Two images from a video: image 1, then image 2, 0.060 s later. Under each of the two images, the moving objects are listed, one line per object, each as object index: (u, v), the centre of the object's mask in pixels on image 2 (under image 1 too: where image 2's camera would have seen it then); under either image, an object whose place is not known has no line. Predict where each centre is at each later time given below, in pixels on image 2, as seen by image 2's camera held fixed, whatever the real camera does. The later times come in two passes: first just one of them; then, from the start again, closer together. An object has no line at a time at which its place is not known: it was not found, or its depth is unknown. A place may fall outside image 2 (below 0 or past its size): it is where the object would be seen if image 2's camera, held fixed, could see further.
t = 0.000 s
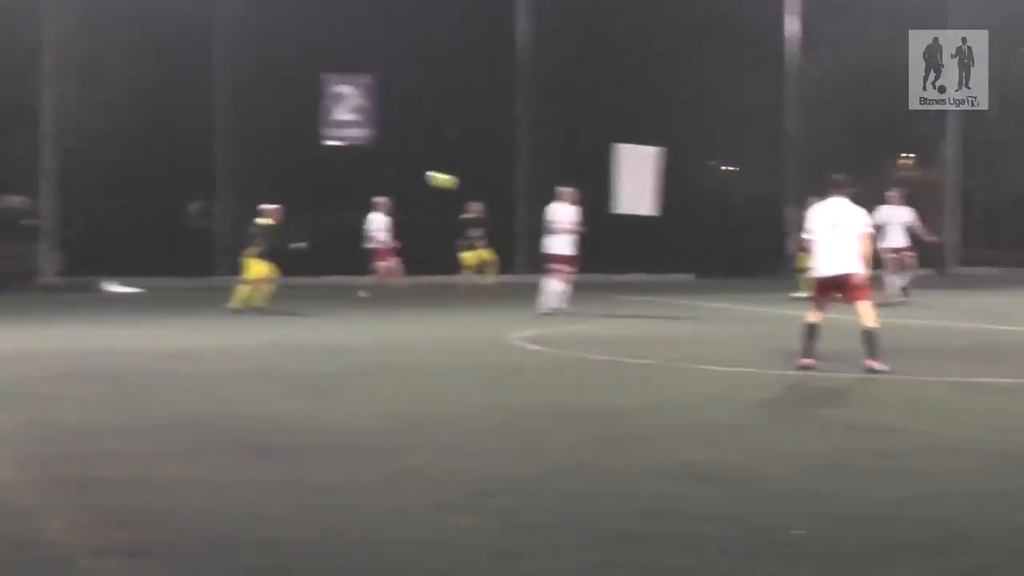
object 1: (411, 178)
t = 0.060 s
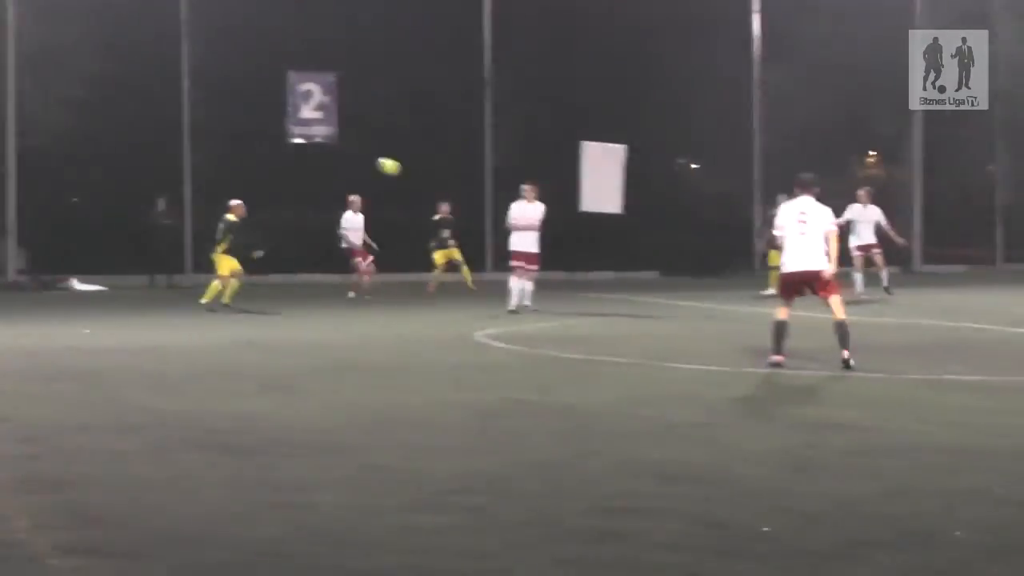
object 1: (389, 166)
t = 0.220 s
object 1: (334, 148)
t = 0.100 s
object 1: (375, 159)
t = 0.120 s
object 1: (369, 156)
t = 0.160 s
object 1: (353, 152)
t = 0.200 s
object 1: (341, 149)
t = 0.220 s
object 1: (334, 148)
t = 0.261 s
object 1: (322, 145)
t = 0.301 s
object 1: (310, 145)
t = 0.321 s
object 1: (305, 145)
